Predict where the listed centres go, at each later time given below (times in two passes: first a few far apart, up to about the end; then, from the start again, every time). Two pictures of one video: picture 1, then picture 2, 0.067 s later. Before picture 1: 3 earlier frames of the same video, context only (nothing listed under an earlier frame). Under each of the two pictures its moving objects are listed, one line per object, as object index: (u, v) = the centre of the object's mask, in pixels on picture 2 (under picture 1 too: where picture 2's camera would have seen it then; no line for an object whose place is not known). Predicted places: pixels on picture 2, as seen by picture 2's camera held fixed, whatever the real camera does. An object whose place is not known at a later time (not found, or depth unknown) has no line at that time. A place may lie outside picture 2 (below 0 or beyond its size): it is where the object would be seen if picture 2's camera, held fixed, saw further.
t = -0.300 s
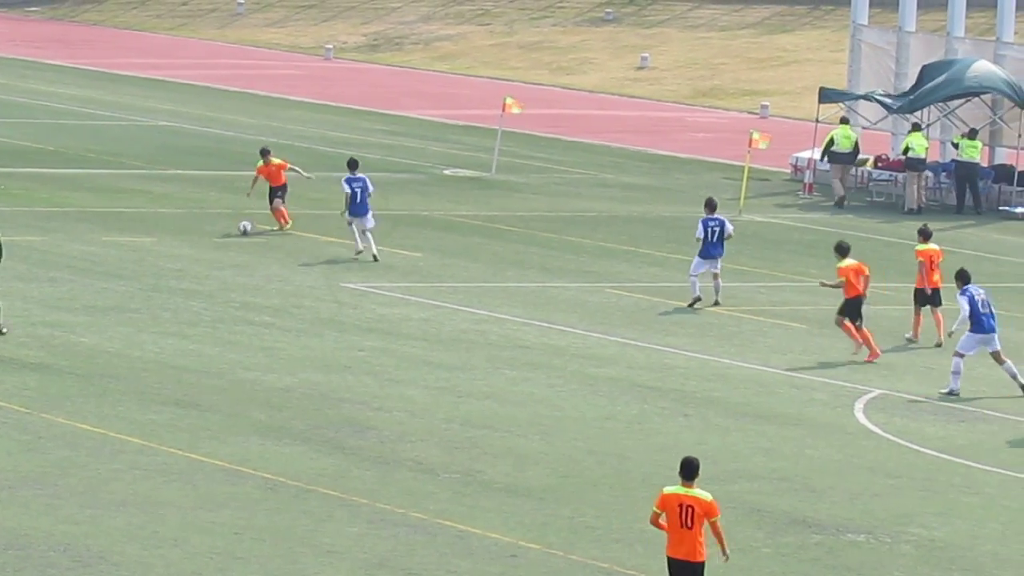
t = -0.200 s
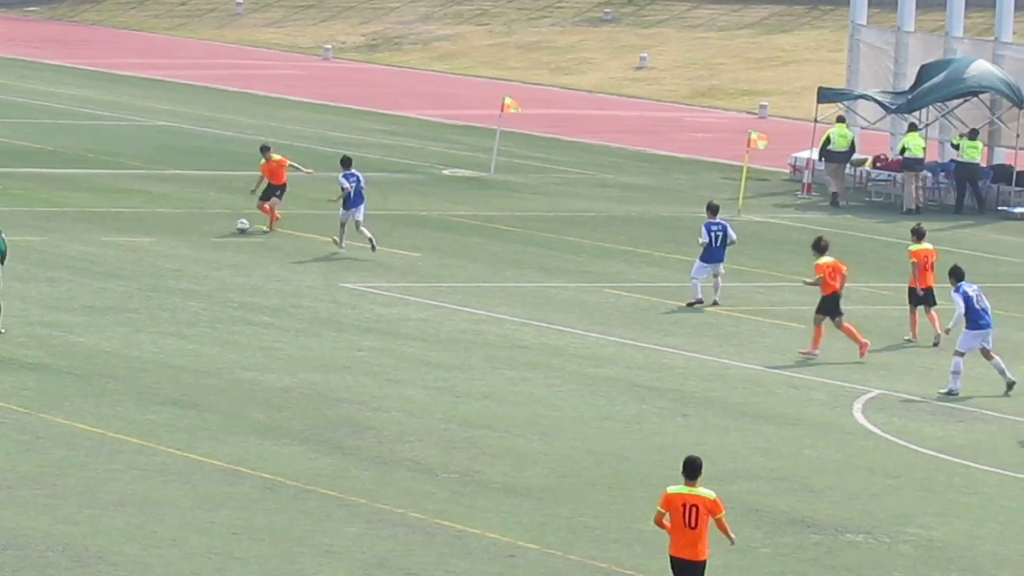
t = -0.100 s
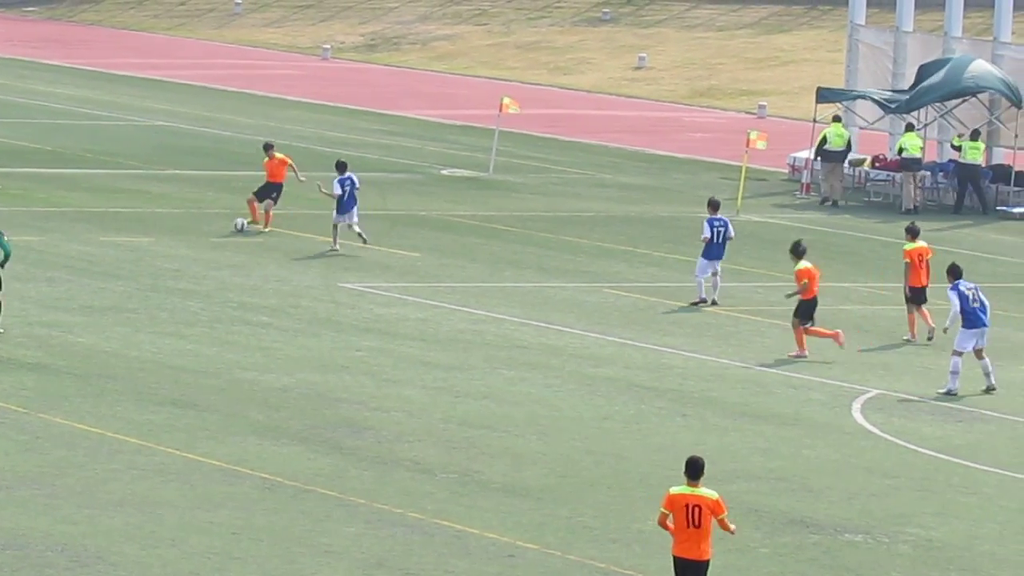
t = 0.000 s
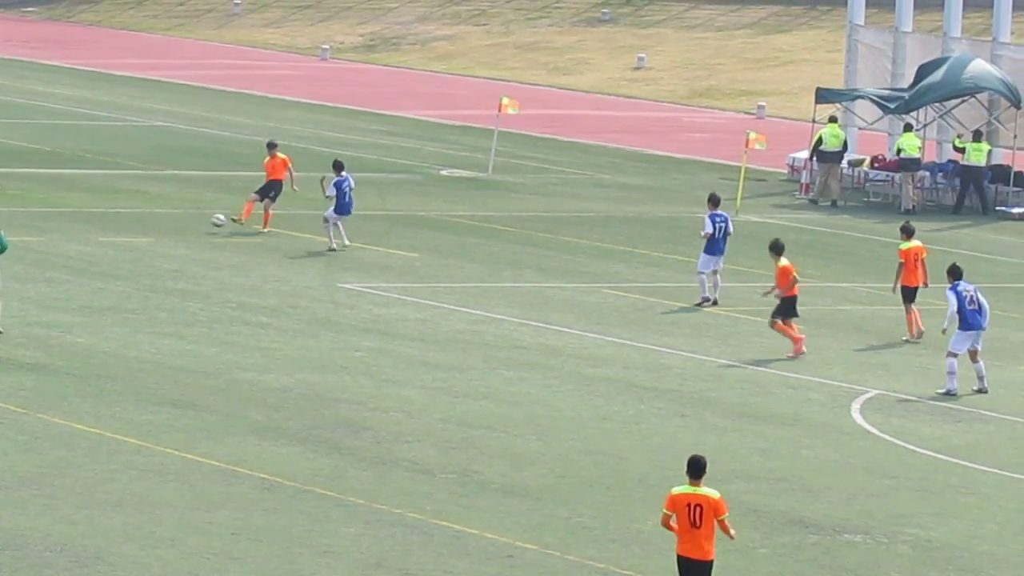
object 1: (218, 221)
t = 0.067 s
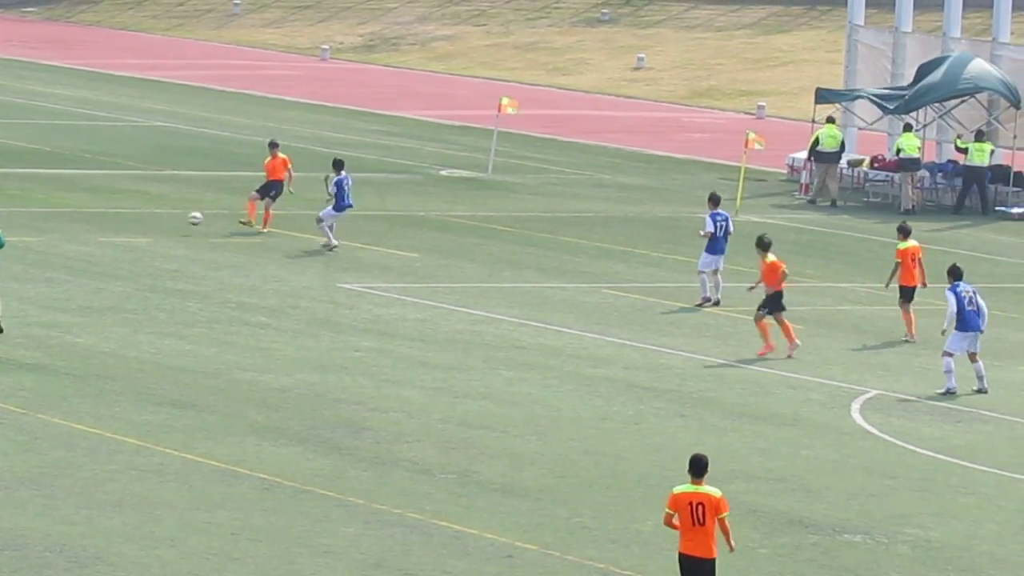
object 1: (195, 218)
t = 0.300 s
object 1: (113, 234)
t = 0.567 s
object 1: (44, 232)
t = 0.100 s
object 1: (183, 218)
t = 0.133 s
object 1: (171, 219)
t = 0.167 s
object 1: (160, 220)
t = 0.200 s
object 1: (149, 222)
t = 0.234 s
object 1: (137, 225)
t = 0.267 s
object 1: (125, 229)
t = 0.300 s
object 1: (113, 234)
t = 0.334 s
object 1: (104, 234)
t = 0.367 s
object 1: (95, 230)
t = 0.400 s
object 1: (86, 229)
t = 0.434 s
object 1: (77, 228)
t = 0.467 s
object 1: (69, 228)
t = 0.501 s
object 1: (60, 228)
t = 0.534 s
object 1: (52, 230)
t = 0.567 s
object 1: (44, 232)
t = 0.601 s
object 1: (34, 235)
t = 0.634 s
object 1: (26, 239)
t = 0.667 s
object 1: (19, 242)
